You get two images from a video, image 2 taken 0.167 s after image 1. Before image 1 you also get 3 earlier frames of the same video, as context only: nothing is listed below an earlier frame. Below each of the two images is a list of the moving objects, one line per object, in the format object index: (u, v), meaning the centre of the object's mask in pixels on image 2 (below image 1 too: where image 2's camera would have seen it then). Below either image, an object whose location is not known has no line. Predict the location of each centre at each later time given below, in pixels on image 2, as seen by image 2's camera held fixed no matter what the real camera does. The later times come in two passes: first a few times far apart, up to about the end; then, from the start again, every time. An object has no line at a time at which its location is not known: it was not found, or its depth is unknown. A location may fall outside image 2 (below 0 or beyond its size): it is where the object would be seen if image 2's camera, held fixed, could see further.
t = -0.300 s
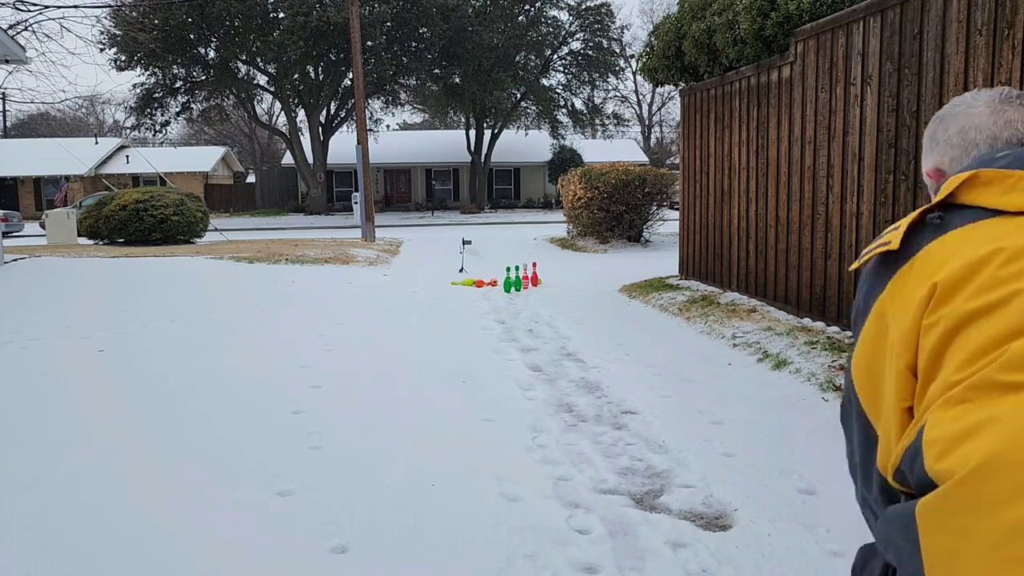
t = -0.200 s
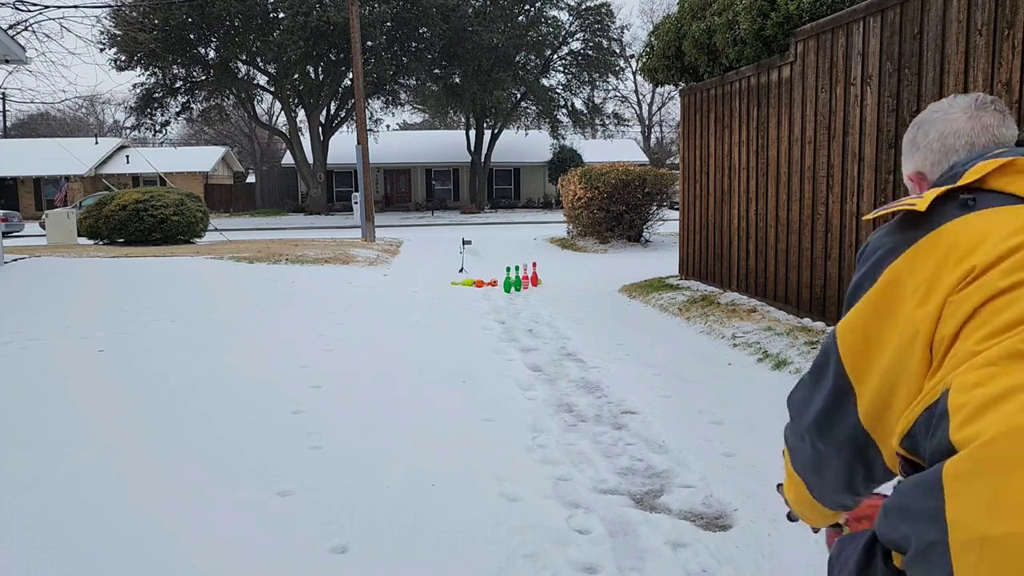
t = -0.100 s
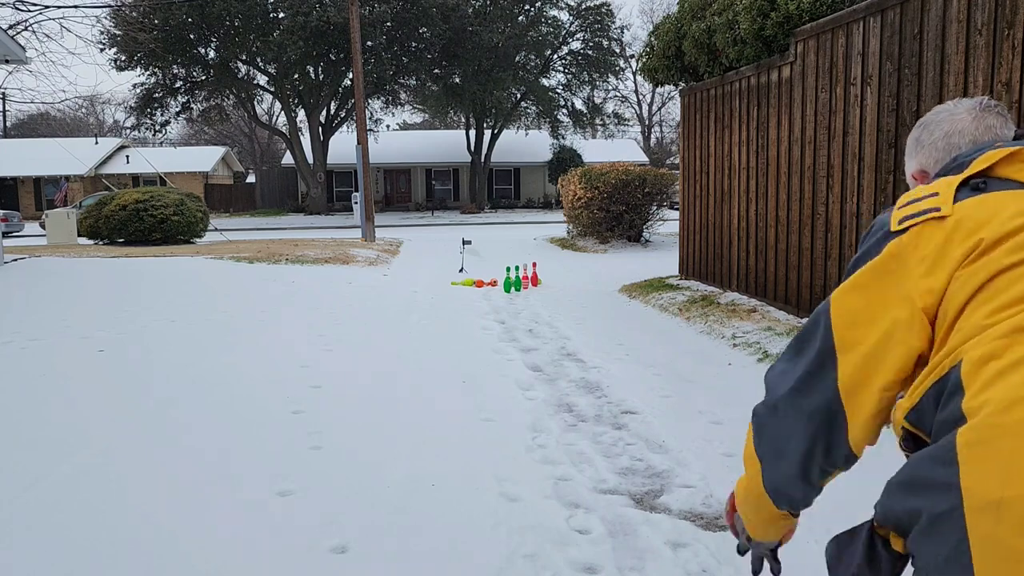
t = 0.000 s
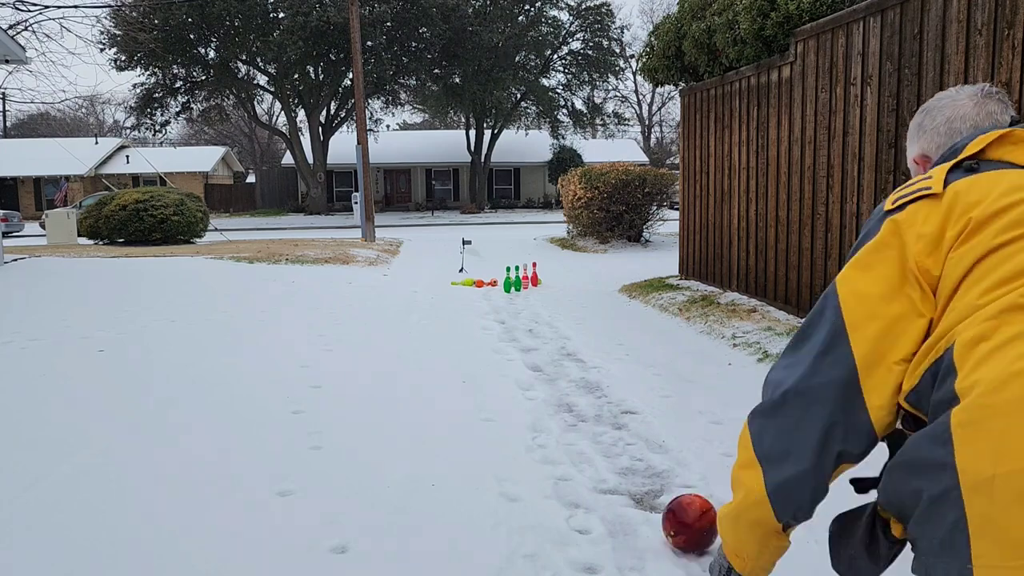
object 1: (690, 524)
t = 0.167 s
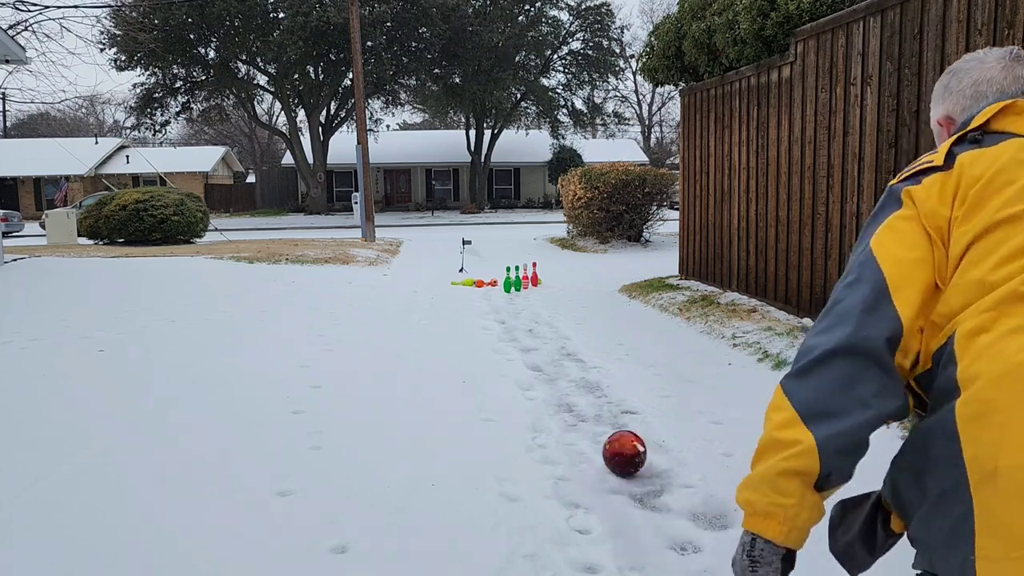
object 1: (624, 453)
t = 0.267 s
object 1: (600, 422)
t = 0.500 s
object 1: (562, 377)
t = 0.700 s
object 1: (539, 353)
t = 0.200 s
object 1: (615, 443)
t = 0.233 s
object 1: (607, 431)
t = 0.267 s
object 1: (600, 422)
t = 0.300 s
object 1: (594, 416)
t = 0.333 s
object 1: (588, 408)
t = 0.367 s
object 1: (582, 401)
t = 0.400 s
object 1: (576, 395)
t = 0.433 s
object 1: (571, 389)
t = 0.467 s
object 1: (567, 383)
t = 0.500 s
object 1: (562, 377)
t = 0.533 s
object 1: (558, 373)
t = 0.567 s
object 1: (553, 368)
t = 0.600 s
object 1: (549, 364)
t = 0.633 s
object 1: (545, 359)
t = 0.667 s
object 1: (542, 356)
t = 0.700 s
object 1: (539, 353)
